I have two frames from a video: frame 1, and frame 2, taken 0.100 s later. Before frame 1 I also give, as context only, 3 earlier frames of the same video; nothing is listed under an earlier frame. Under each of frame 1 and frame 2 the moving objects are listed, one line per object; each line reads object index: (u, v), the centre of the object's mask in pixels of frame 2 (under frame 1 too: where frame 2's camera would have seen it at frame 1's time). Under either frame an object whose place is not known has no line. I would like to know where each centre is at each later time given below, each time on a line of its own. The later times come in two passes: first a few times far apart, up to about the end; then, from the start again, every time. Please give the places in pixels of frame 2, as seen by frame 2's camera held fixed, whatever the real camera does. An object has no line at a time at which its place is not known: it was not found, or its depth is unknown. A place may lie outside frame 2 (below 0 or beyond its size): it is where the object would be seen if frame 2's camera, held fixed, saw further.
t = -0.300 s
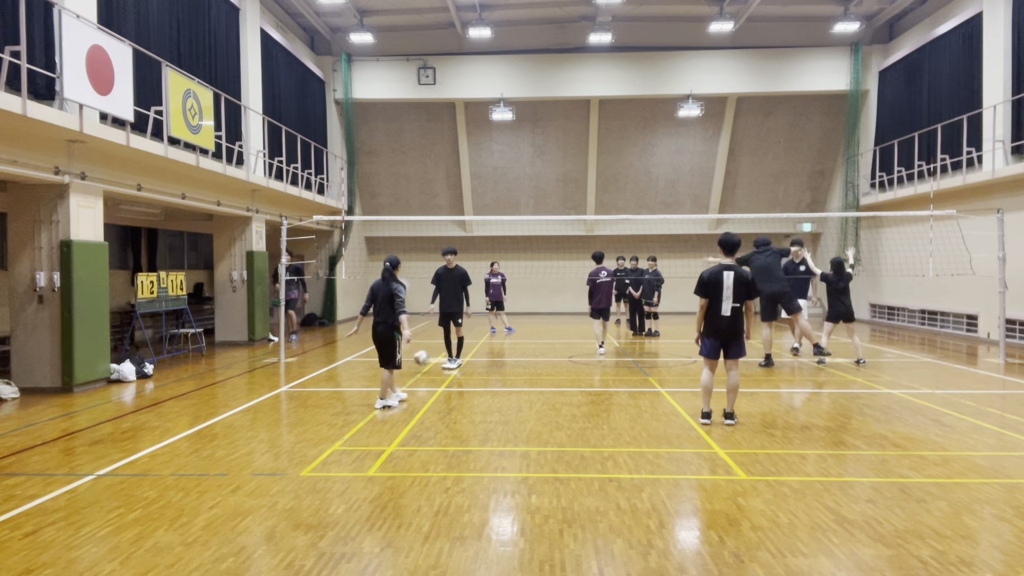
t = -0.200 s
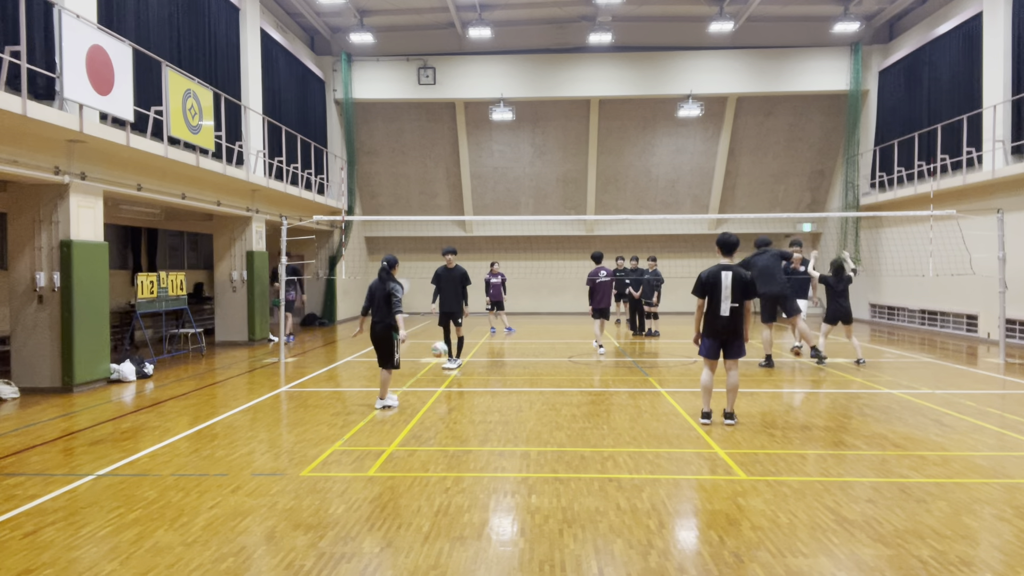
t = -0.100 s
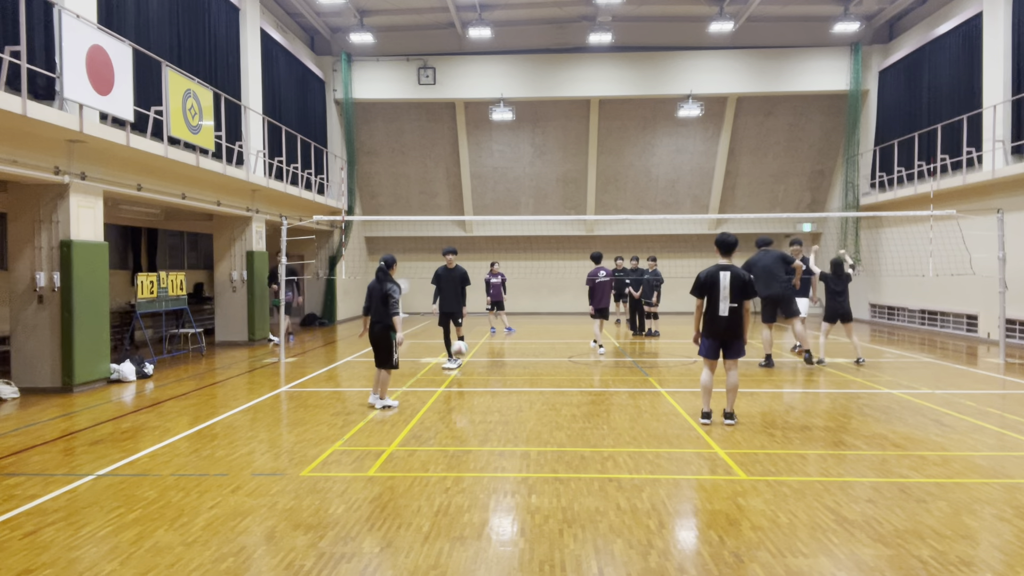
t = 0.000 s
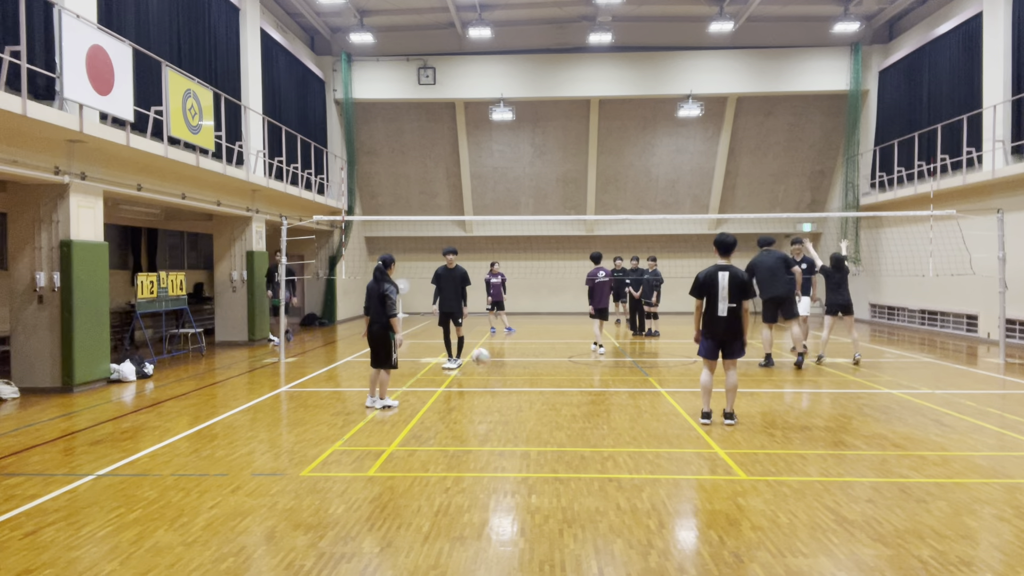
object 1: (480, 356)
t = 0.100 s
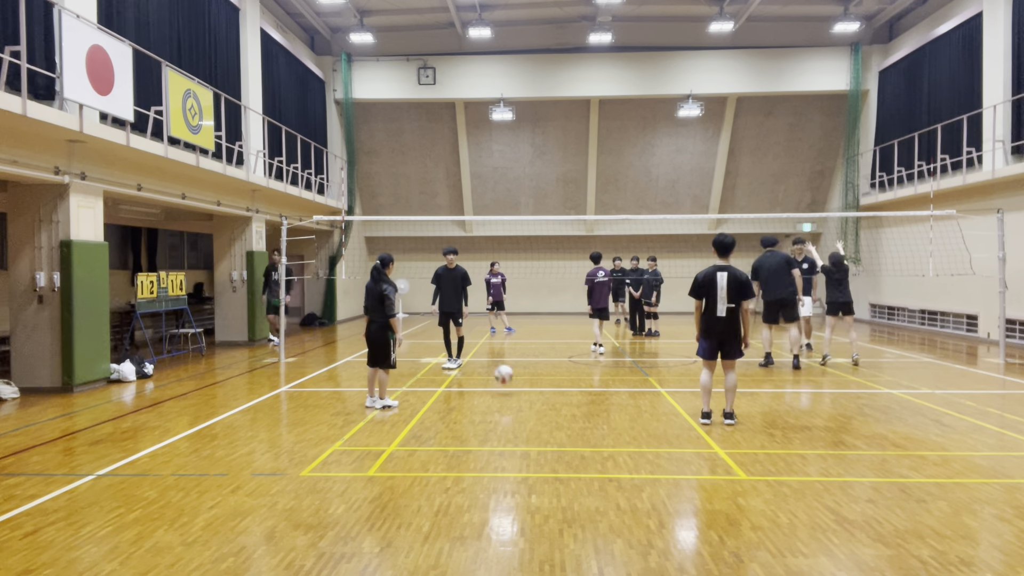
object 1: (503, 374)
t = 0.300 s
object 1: (556, 377)
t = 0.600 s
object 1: (661, 425)
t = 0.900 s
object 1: (811, 445)
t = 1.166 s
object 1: (1009, 485)
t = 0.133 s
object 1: (512, 382)
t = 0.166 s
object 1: (521, 388)
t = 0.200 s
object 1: (529, 384)
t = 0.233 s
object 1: (538, 381)
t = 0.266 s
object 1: (547, 378)
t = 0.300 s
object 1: (556, 377)
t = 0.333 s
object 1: (566, 377)
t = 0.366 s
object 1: (577, 378)
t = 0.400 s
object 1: (588, 380)
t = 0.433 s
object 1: (599, 384)
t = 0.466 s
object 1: (611, 389)
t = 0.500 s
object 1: (622, 395)
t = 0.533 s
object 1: (634, 403)
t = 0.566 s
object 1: (647, 413)
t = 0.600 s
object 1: (661, 425)
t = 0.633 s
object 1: (675, 423)
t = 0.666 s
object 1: (689, 421)
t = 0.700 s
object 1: (704, 419)
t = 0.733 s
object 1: (721, 419)
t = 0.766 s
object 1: (736, 420)
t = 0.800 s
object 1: (754, 425)
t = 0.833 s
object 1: (772, 429)
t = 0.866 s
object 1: (791, 436)
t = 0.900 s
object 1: (811, 445)
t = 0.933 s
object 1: (832, 456)
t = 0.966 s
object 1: (853, 471)
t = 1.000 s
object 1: (878, 477)
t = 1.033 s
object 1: (901, 475)
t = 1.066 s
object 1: (927, 474)
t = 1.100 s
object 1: (954, 476)
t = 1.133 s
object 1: (984, 479)
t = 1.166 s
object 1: (1009, 485)
